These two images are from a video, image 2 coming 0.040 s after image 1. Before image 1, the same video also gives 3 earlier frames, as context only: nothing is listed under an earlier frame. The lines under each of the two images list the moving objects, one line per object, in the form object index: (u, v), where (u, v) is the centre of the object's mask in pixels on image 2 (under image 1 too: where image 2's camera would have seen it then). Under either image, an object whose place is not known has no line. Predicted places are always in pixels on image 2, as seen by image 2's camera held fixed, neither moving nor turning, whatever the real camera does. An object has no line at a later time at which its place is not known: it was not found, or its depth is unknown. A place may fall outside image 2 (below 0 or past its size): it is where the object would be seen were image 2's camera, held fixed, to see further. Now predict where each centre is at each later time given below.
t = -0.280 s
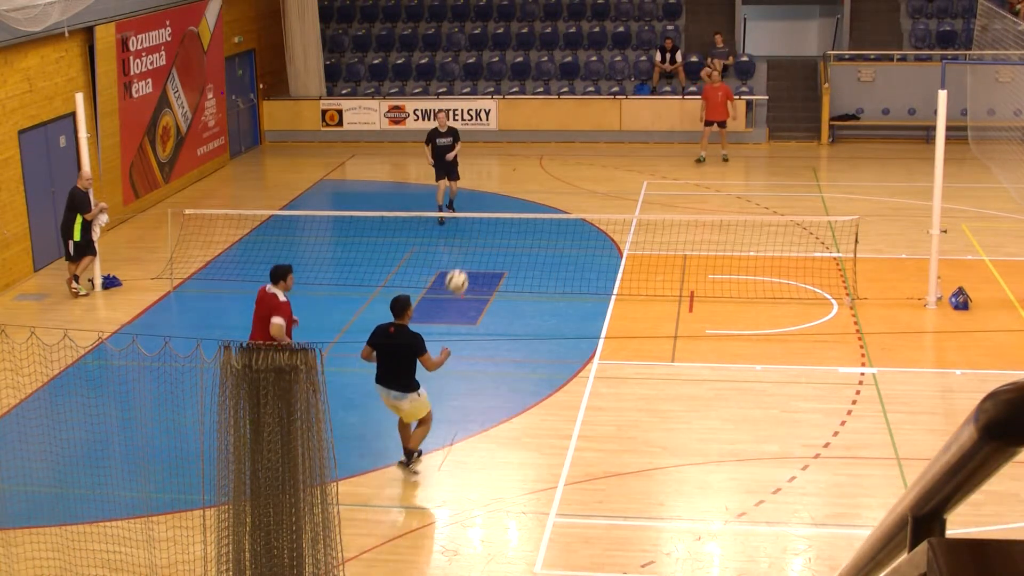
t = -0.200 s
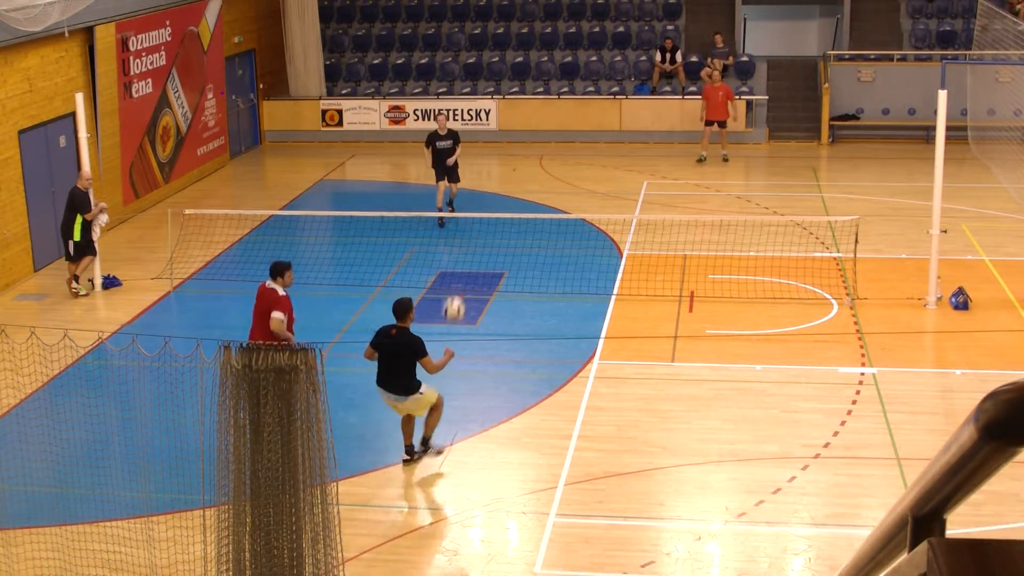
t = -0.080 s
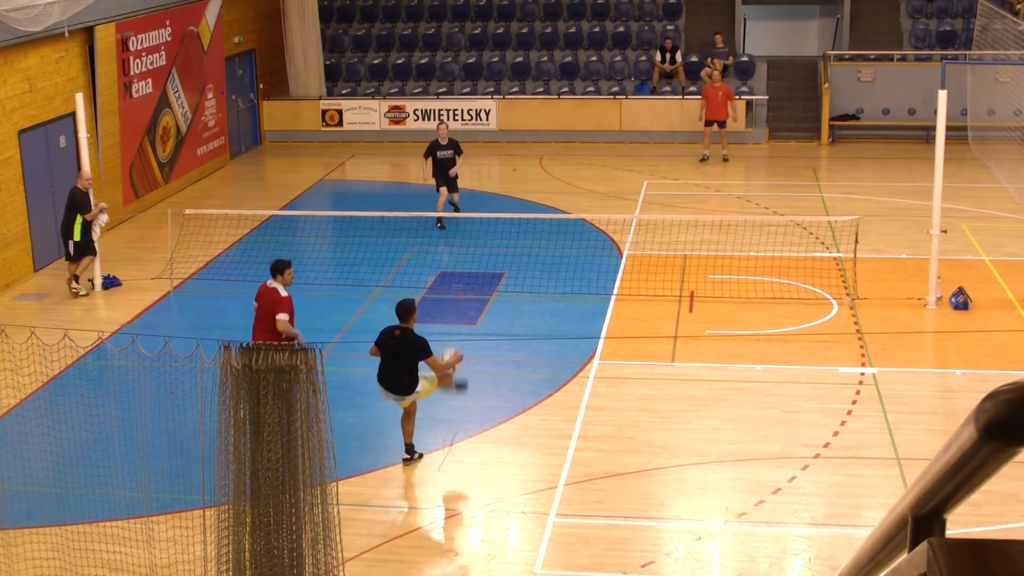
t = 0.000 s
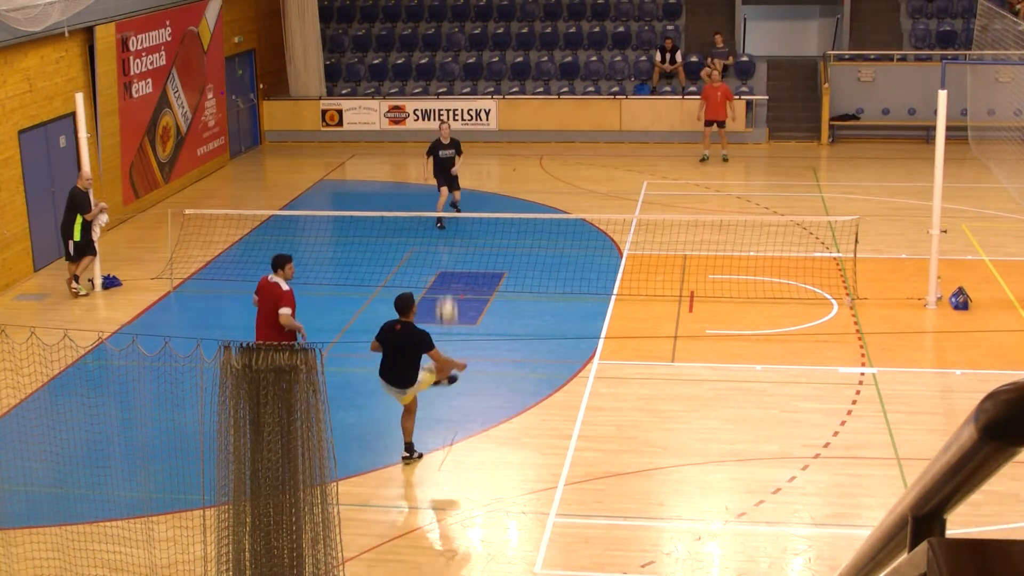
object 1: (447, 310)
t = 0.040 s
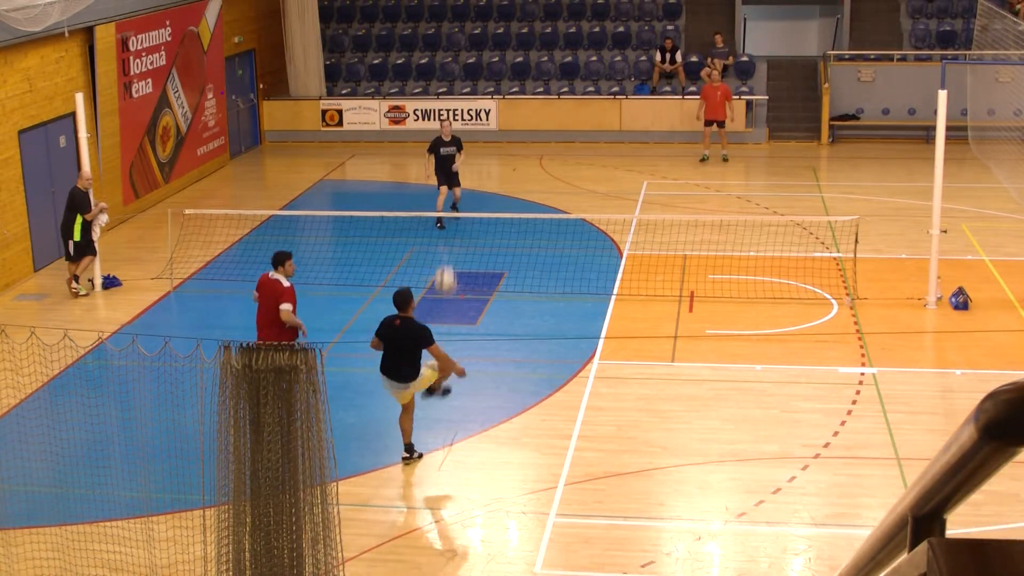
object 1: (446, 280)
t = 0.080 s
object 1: (444, 249)
